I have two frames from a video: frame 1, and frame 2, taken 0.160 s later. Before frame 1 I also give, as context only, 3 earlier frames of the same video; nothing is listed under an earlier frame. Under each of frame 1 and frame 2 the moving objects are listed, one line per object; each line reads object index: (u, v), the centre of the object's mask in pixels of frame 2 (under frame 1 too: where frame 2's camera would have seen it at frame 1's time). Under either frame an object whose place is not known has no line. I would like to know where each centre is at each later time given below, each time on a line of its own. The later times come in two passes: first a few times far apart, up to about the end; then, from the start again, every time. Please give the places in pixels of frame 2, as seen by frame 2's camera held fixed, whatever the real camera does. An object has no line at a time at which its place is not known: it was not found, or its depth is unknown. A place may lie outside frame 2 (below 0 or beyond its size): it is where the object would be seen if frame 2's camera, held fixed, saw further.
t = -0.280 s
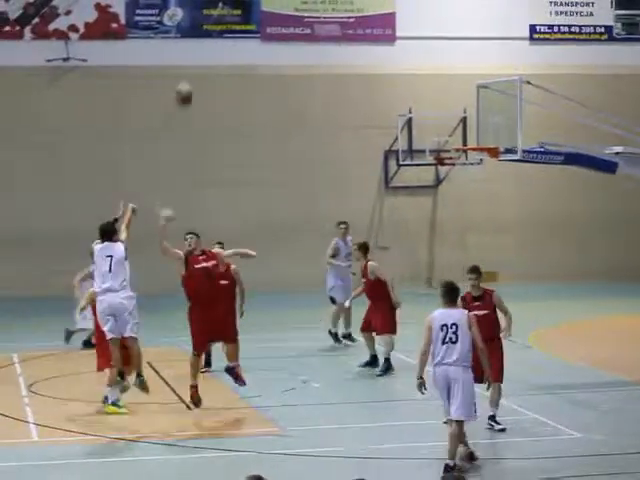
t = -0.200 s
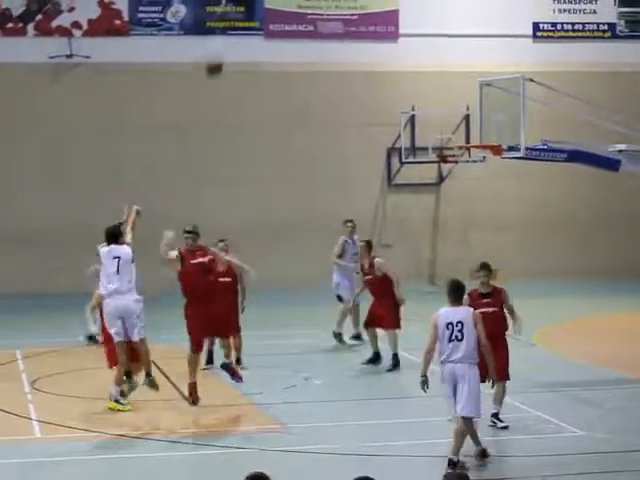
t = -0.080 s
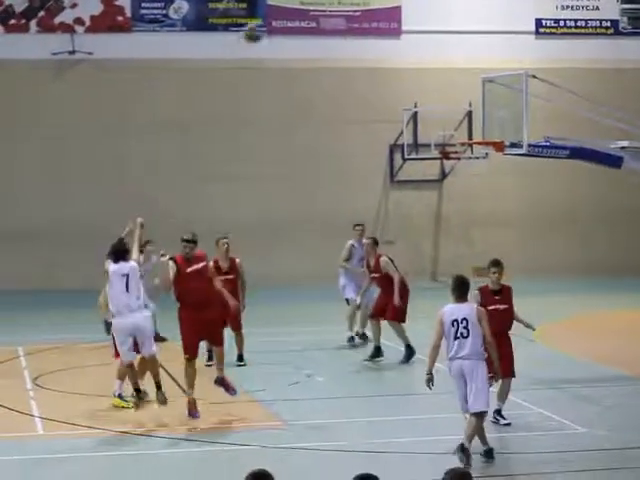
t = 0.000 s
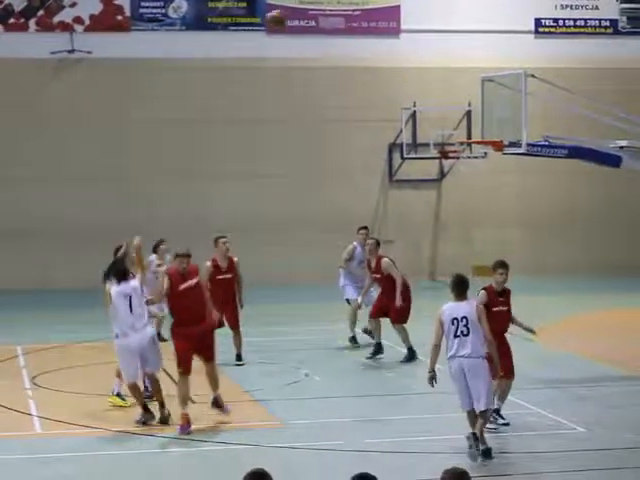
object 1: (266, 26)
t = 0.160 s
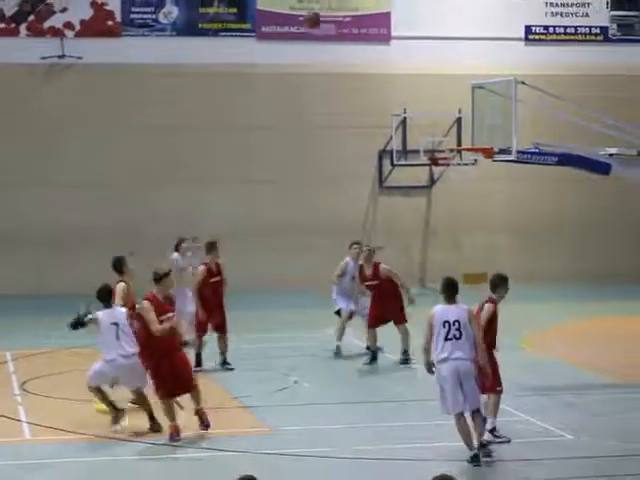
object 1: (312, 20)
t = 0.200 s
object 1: (324, 22)
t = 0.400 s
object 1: (375, 47)
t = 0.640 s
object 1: (431, 111)
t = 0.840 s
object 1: (467, 121)
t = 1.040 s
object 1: (458, 106)
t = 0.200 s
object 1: (324, 22)
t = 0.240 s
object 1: (330, 22)
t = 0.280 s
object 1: (346, 26)
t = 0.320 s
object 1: (356, 32)
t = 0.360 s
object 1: (364, 40)
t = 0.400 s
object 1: (375, 47)
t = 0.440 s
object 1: (384, 54)
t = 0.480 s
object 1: (395, 63)
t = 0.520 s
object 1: (403, 74)
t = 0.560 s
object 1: (413, 85)
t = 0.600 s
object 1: (422, 98)
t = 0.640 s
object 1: (431, 111)
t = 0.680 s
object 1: (440, 125)
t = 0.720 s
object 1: (447, 140)
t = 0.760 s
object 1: (454, 133)
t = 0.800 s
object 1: (459, 127)
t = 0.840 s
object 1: (467, 121)
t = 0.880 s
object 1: (471, 117)
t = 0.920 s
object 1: (475, 115)
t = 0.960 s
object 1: (470, 111)
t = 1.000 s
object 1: (464, 108)
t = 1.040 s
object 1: (458, 106)
